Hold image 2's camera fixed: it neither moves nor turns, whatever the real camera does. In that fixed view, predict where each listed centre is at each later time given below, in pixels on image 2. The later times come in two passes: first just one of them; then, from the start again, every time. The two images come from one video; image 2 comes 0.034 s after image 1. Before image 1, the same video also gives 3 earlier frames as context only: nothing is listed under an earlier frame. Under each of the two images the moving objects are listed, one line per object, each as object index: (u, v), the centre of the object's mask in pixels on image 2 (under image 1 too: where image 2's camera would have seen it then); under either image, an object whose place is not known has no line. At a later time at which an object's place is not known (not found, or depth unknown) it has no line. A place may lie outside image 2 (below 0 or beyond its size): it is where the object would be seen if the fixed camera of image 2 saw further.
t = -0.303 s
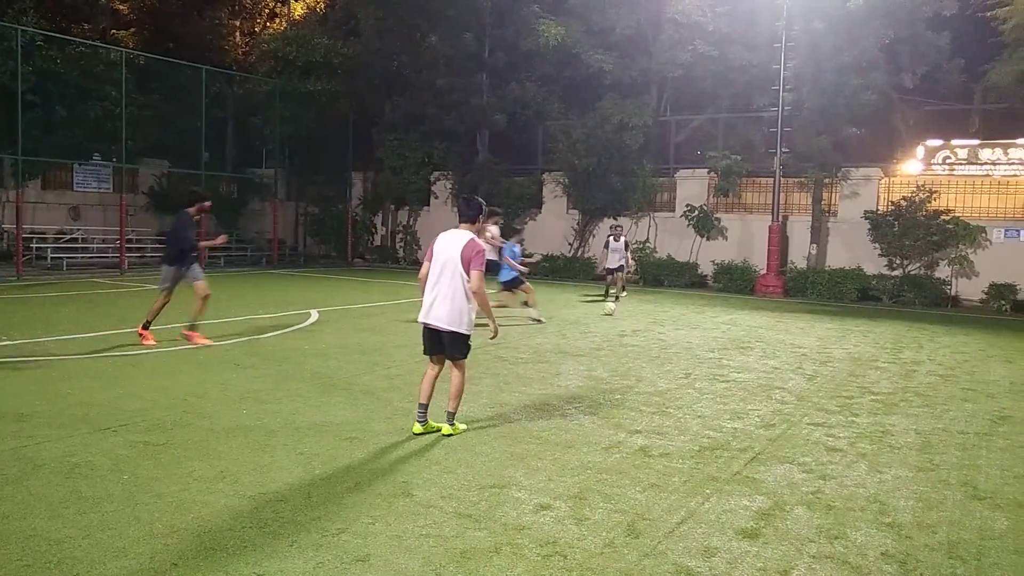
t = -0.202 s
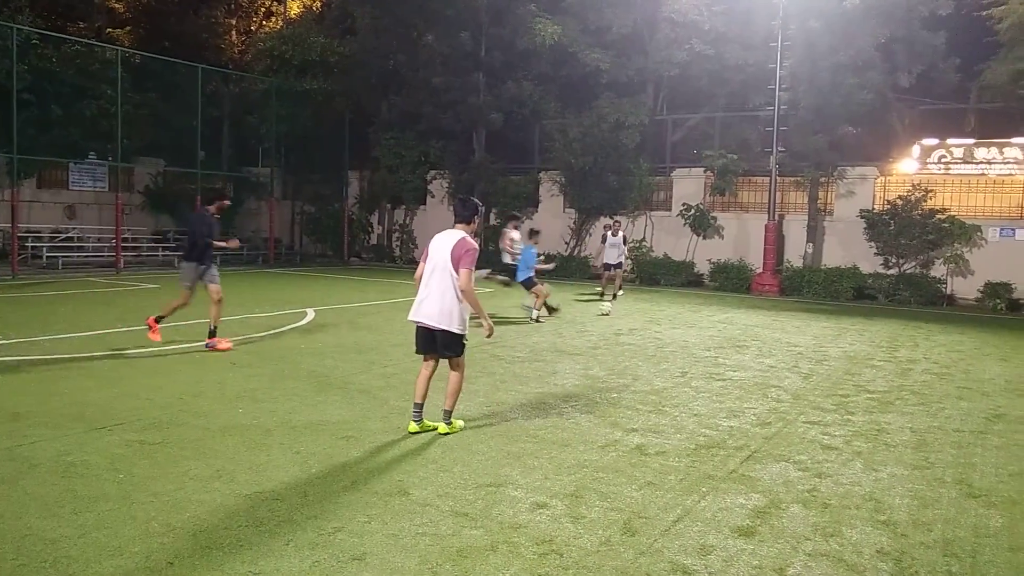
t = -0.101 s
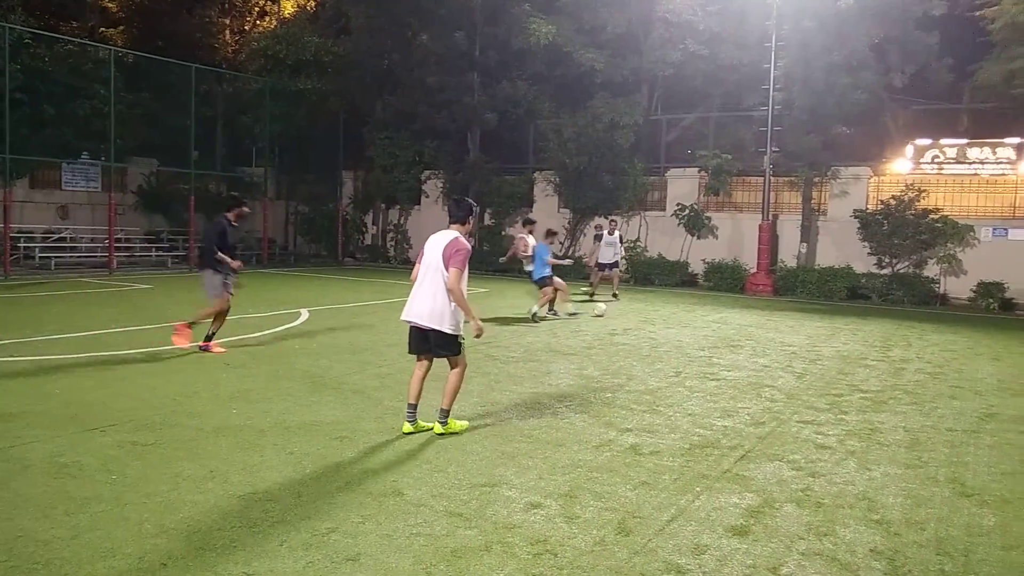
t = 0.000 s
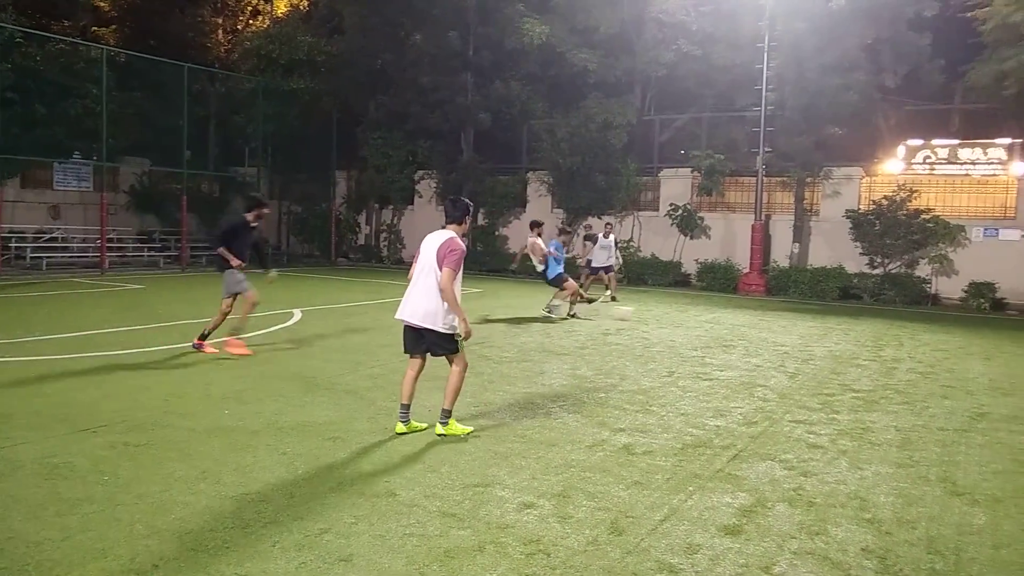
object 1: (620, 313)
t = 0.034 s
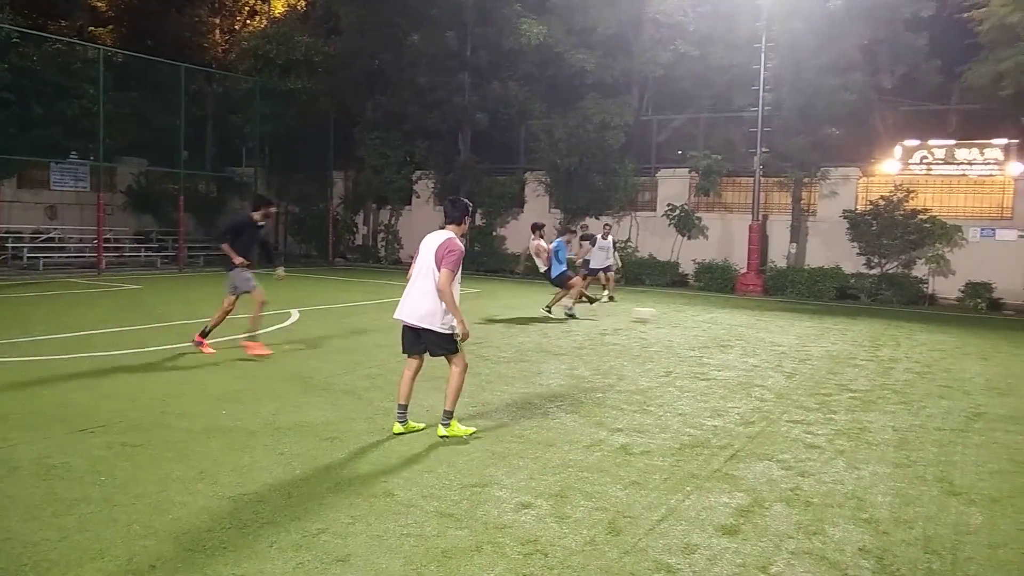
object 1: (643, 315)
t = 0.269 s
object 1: (801, 326)
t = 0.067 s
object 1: (666, 316)
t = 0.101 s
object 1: (689, 318)
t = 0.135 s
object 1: (712, 321)
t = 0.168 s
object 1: (734, 322)
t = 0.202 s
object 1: (756, 323)
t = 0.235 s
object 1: (778, 325)
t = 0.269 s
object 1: (801, 326)
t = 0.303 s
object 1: (823, 329)
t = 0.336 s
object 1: (845, 331)
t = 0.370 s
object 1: (867, 334)
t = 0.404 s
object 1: (888, 334)
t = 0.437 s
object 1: (909, 336)
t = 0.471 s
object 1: (928, 336)
